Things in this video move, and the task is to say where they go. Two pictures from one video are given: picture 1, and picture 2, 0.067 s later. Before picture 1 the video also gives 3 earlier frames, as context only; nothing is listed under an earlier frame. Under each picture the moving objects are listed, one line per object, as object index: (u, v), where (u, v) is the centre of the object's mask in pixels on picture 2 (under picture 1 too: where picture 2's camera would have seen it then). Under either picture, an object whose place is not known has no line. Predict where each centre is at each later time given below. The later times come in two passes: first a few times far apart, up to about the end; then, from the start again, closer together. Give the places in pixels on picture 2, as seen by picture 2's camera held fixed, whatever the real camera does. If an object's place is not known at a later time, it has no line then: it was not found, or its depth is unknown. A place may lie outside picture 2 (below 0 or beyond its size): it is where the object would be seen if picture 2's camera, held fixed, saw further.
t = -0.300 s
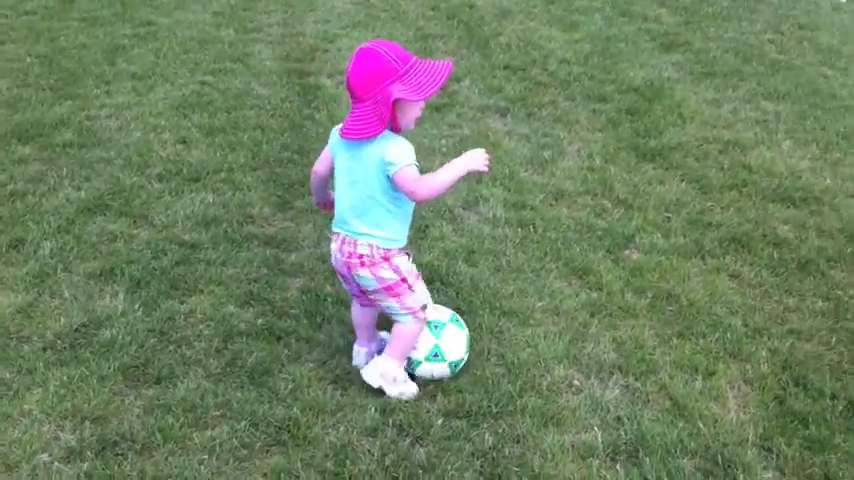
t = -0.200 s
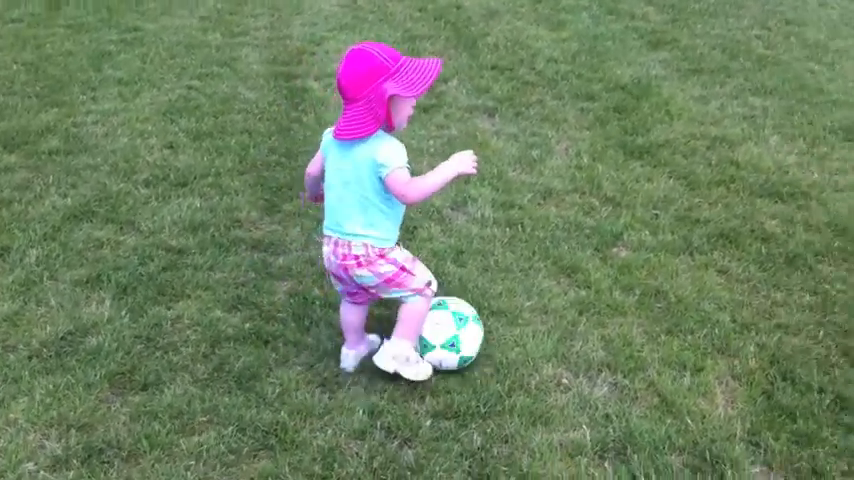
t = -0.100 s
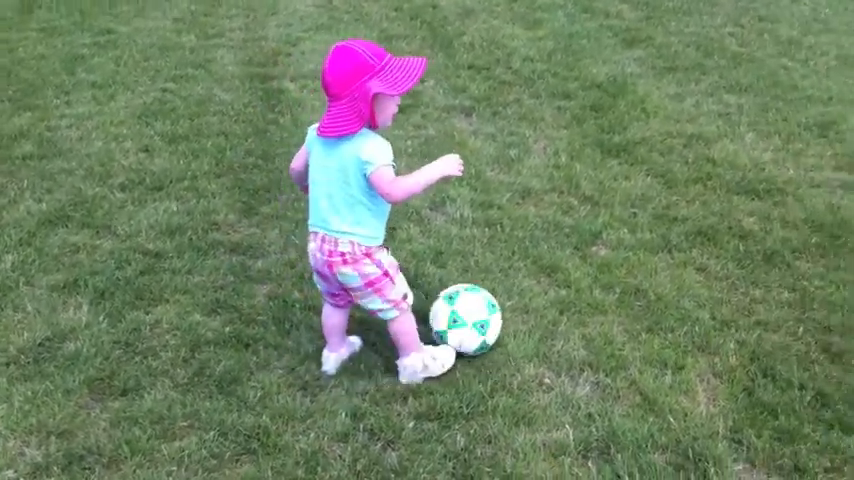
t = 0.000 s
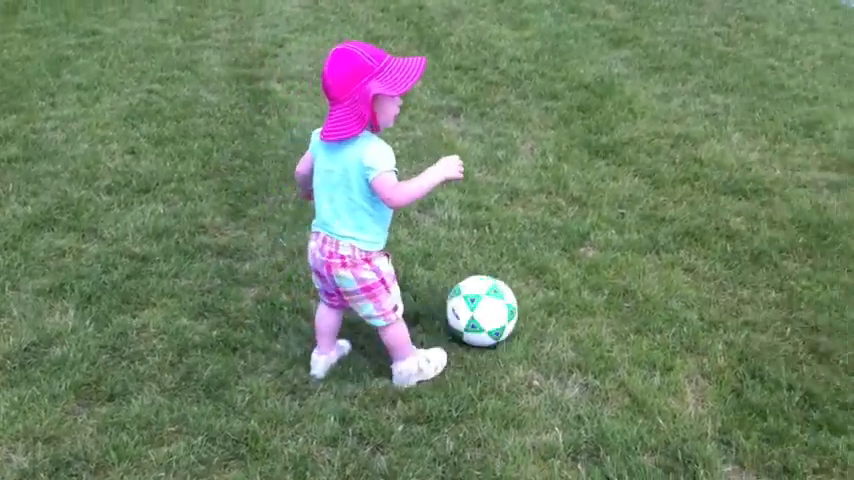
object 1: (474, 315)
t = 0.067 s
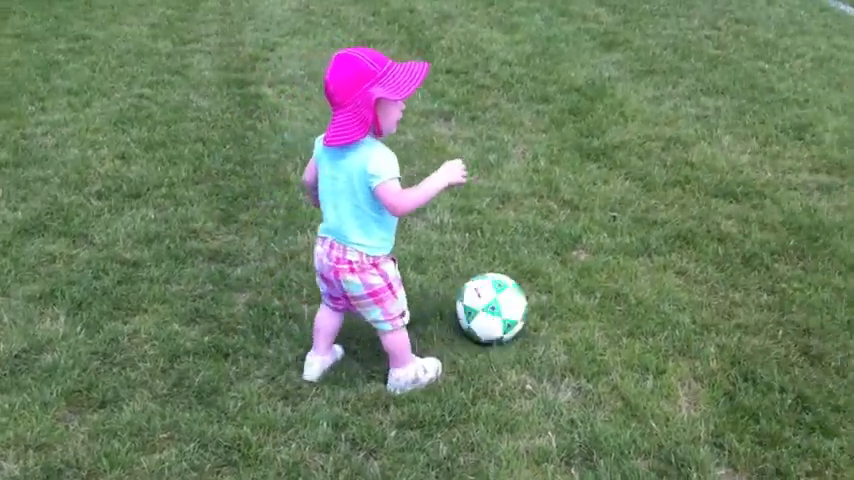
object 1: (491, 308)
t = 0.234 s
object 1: (531, 290)
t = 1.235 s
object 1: (622, 257)
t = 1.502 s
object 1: (621, 258)
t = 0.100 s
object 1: (499, 304)
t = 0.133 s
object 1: (508, 301)
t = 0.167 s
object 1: (516, 297)
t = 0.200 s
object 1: (523, 293)
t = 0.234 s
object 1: (531, 290)
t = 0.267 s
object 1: (537, 289)
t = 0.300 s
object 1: (545, 287)
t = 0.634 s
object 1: (598, 267)
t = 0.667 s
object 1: (600, 266)
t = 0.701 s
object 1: (602, 265)
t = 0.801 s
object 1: (609, 263)
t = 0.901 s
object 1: (614, 260)
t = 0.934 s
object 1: (616, 260)
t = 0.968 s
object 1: (617, 259)
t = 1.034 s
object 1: (619, 258)
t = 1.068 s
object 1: (620, 258)
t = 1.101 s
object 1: (621, 258)
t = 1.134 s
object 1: (621, 257)
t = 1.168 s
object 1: (622, 257)
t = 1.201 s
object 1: (622, 258)
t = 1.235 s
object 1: (622, 257)
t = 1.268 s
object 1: (622, 258)
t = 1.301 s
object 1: (622, 258)
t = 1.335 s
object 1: (621, 258)
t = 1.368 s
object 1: (621, 258)
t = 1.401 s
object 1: (621, 258)
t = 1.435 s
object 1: (621, 258)
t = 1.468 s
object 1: (621, 258)
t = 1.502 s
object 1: (621, 258)
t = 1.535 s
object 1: (621, 258)
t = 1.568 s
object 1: (621, 259)
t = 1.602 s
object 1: (621, 258)
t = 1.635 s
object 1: (621, 258)
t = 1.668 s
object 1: (621, 258)
